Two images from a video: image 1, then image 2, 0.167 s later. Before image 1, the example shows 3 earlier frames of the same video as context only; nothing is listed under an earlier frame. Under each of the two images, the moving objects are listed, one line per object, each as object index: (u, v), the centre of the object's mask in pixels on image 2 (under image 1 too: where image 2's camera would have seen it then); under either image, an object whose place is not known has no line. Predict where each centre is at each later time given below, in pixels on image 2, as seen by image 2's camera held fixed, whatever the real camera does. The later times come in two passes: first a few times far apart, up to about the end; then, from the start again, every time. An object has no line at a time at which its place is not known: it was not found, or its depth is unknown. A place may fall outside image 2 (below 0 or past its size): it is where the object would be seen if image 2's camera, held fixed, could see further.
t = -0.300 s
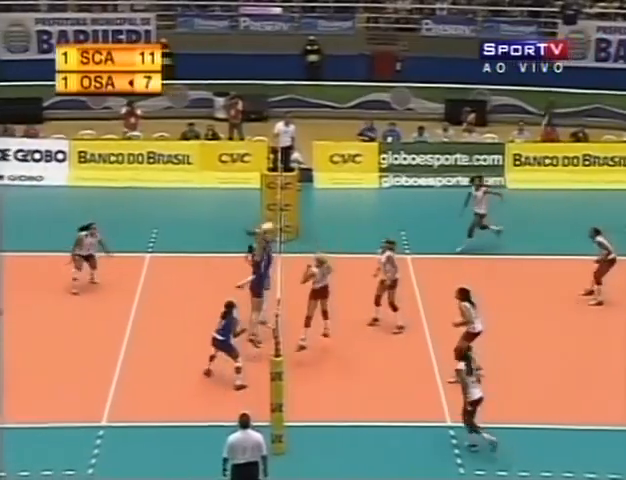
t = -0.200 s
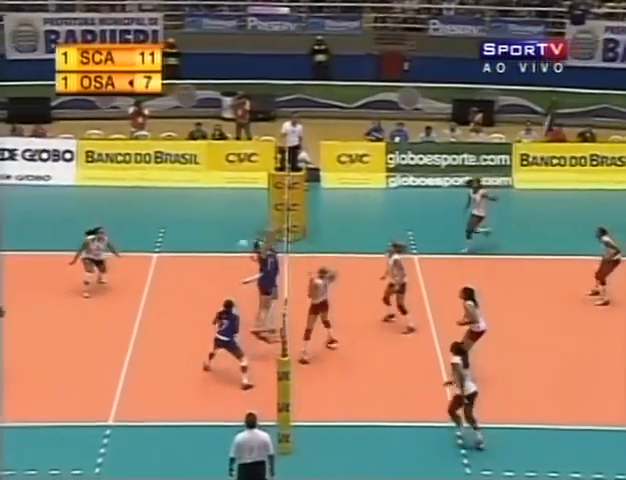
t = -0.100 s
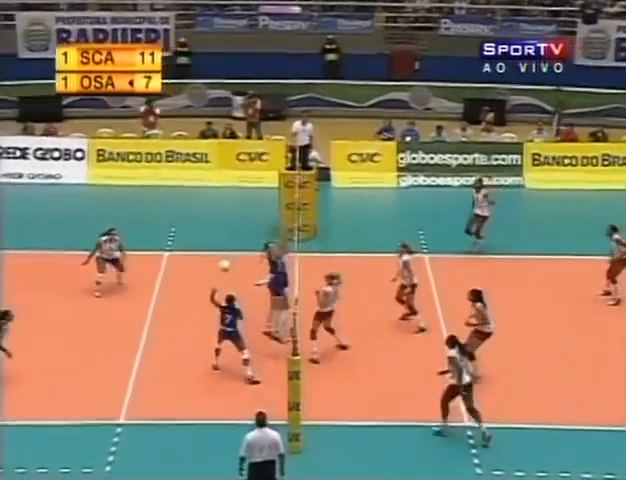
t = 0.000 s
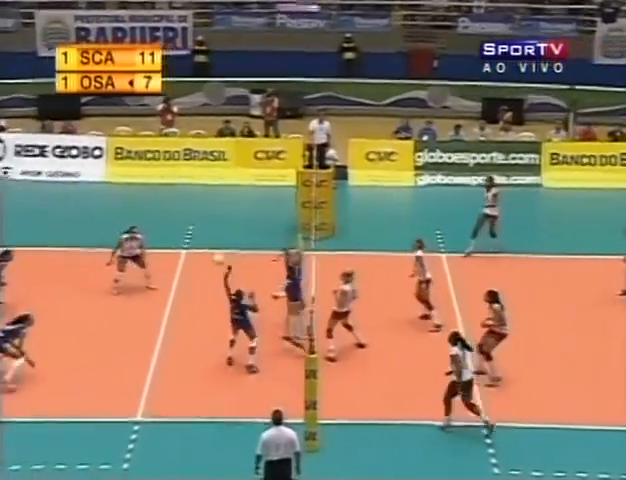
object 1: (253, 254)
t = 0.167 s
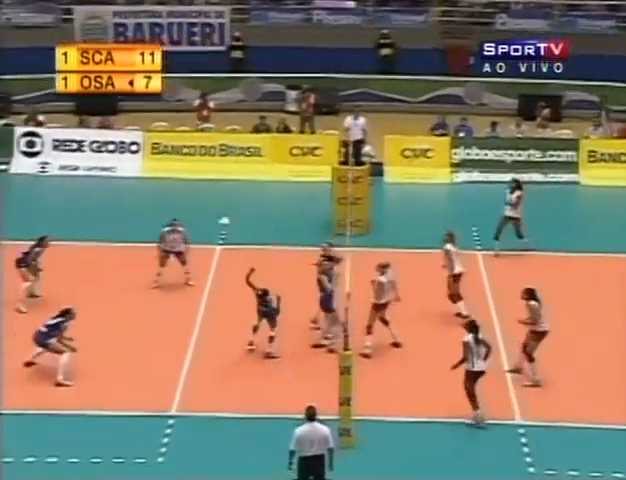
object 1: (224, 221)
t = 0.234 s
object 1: (211, 212)
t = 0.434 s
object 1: (175, 199)
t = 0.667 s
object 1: (130, 212)
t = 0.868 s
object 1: (94, 248)
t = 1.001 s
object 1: (70, 285)
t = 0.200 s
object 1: (217, 215)
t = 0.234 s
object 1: (211, 212)
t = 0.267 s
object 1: (205, 208)
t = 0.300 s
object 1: (199, 205)
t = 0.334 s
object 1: (193, 203)
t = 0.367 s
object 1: (187, 201)
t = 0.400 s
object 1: (180, 199)
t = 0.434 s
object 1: (175, 199)
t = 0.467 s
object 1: (169, 199)
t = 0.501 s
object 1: (162, 200)
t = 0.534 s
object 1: (155, 202)
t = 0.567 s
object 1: (150, 203)
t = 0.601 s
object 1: (143, 205)
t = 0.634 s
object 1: (137, 208)
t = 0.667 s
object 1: (130, 212)
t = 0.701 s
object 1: (124, 217)
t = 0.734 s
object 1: (118, 222)
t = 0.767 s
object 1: (112, 227)
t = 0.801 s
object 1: (105, 233)
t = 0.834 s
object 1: (99, 241)
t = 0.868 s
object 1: (94, 248)
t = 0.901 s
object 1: (88, 257)
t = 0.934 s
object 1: (82, 267)
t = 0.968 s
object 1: (77, 275)
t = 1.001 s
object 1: (70, 285)
